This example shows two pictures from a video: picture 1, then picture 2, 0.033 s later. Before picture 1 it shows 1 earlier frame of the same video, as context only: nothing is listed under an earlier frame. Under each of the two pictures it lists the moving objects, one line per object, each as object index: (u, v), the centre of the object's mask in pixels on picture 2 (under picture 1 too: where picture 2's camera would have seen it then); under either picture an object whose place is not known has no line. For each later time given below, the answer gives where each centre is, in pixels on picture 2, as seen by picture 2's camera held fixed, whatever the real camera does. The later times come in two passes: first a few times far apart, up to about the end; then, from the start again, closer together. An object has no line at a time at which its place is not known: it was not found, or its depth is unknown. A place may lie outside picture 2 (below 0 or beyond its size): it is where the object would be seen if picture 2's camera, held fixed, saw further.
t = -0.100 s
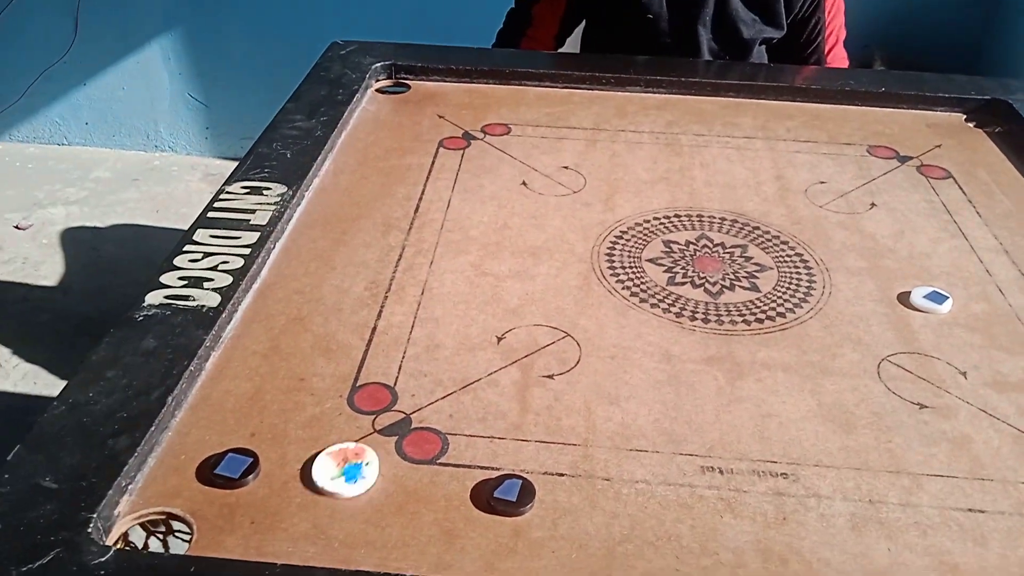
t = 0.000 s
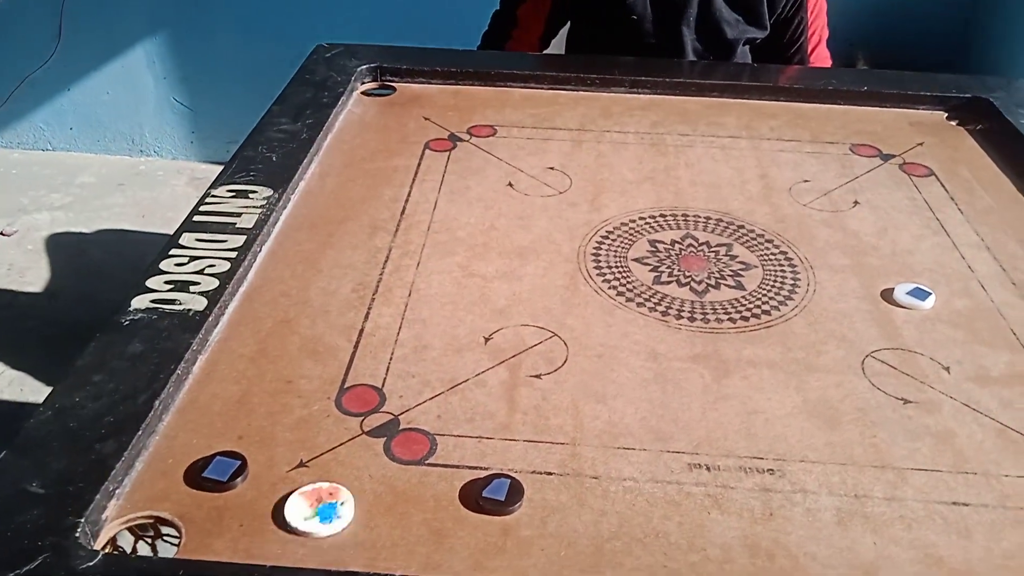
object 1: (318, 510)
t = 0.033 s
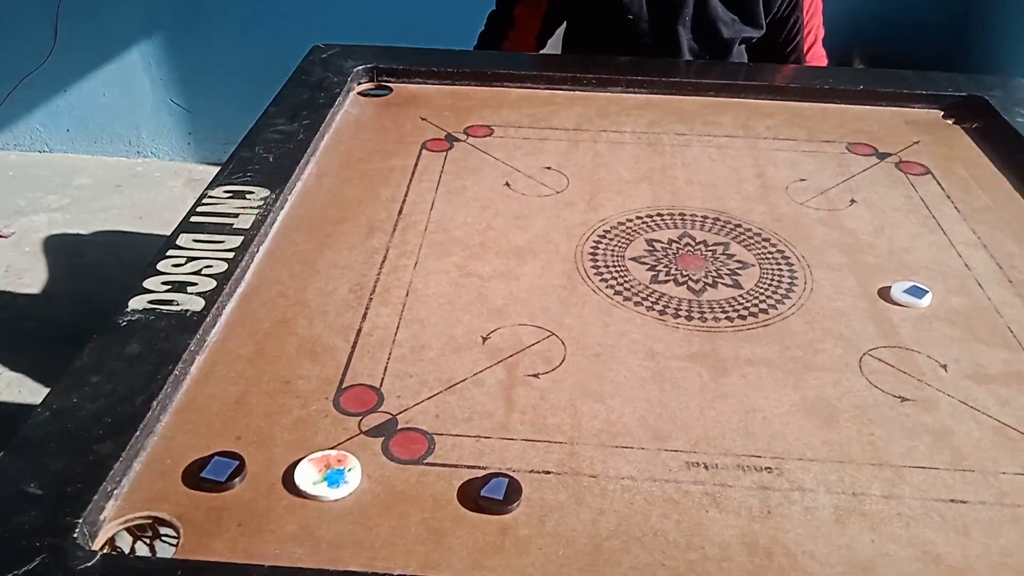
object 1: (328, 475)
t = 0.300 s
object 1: (387, 288)
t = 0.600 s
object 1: (431, 172)
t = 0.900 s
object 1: (464, 103)
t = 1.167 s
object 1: (469, 118)
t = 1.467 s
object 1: (471, 160)
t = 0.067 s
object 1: (336, 444)
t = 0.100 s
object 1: (346, 415)
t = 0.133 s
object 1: (354, 390)
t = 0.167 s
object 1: (361, 367)
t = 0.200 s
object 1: (369, 345)
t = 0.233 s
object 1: (375, 325)
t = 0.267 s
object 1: (381, 306)
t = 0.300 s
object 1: (387, 288)
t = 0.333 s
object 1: (393, 272)
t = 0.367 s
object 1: (398, 257)
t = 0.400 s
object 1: (403, 242)
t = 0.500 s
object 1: (418, 204)
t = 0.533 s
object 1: (422, 193)
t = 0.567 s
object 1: (427, 181)
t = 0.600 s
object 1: (431, 172)
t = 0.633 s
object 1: (435, 162)
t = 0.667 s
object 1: (440, 153)
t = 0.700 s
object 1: (443, 145)
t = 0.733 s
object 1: (448, 137)
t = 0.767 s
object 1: (452, 129)
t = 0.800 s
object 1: (456, 122)
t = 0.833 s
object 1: (458, 116)
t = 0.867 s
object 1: (461, 110)
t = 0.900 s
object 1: (464, 103)
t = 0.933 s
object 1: (467, 98)
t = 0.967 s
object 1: (470, 92)
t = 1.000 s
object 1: (470, 95)
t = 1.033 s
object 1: (470, 100)
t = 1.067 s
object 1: (469, 104)
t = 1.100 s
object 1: (469, 109)
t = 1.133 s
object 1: (469, 114)
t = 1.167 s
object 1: (469, 118)
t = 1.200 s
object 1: (470, 123)
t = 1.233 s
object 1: (470, 128)
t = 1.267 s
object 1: (470, 132)
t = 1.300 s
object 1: (470, 137)
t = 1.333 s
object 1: (470, 141)
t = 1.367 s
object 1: (470, 146)
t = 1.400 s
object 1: (470, 151)
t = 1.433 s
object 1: (470, 156)
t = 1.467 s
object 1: (471, 160)
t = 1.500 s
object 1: (471, 165)
